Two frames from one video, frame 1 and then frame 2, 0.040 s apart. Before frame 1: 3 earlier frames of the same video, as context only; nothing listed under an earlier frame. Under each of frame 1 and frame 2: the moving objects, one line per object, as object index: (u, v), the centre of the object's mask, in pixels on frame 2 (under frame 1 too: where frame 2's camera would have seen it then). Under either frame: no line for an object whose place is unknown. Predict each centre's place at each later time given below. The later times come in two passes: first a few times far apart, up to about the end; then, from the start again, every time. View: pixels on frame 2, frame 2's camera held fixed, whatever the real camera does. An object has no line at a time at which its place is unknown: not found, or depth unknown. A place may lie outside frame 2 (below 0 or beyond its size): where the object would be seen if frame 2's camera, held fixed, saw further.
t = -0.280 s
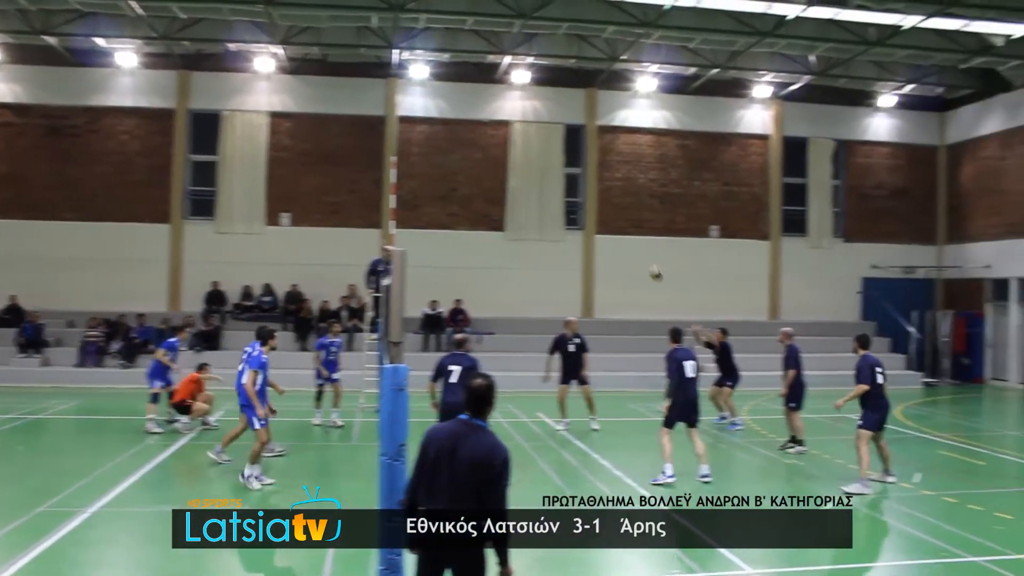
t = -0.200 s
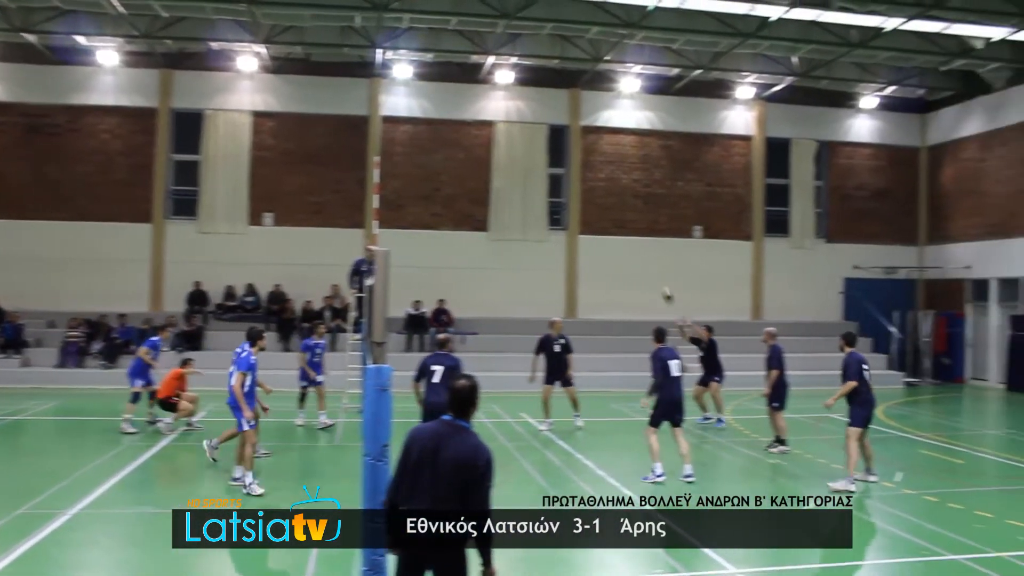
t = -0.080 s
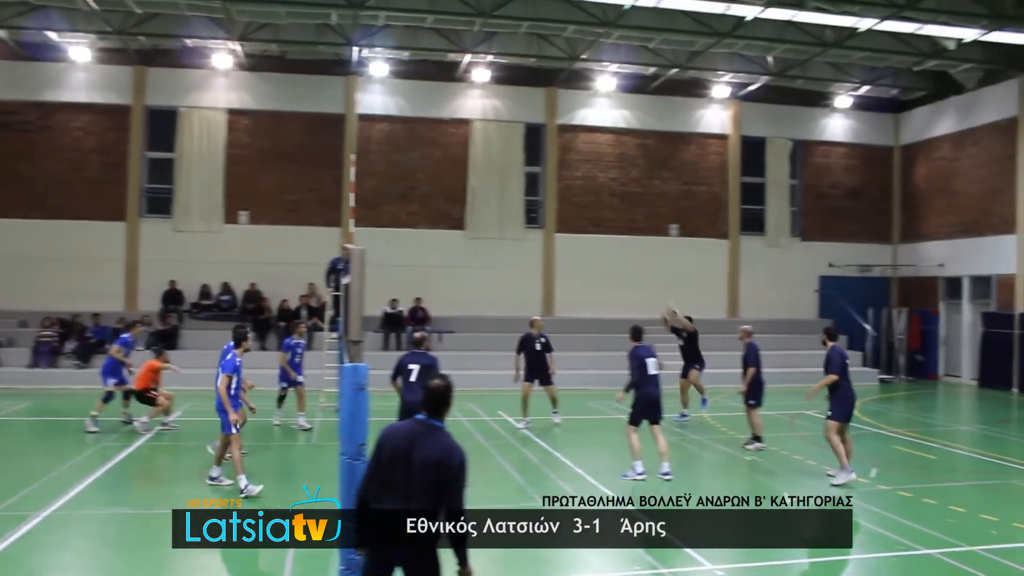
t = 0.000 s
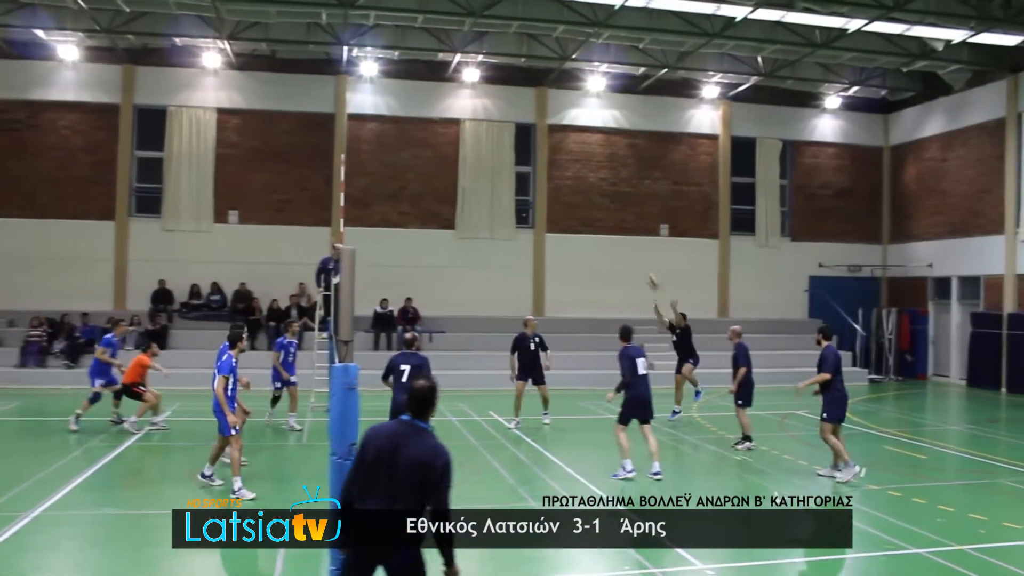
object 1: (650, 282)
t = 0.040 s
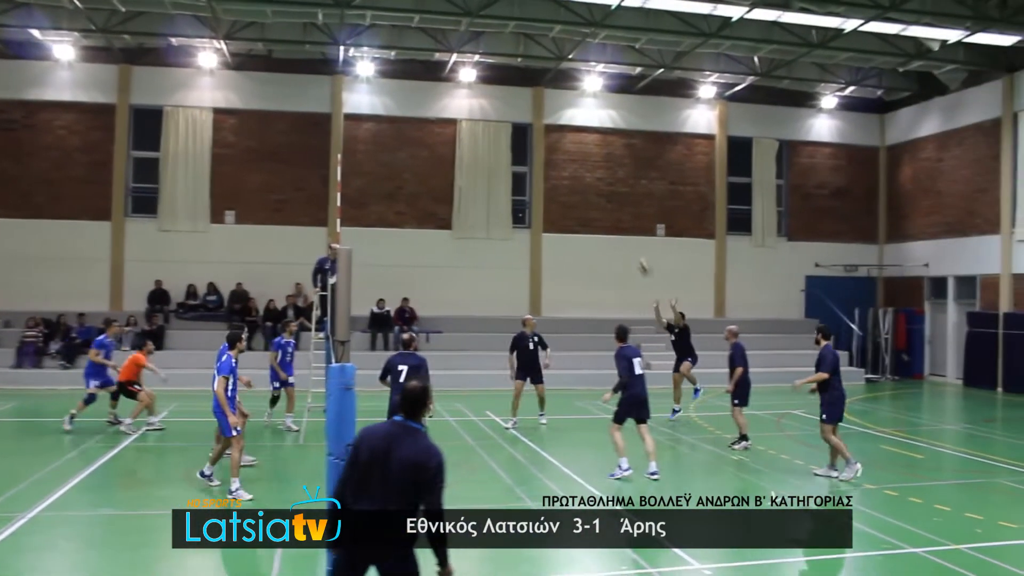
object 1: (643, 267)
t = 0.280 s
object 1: (609, 198)
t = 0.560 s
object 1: (563, 158)
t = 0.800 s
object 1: (520, 162)
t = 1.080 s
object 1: (466, 216)
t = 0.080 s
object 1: (638, 253)
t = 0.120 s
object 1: (633, 240)
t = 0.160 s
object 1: (627, 228)
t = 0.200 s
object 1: (621, 218)
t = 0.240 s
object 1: (615, 207)
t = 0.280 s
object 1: (609, 198)
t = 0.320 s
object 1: (603, 189)
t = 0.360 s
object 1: (596, 182)
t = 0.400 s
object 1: (590, 175)
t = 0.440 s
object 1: (583, 170)
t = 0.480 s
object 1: (576, 165)
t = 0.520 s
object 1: (569, 160)
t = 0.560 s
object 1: (563, 158)
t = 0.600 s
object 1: (556, 155)
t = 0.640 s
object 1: (550, 155)
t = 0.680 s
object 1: (542, 155)
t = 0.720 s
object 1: (535, 154)
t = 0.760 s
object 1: (527, 158)
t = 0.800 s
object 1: (520, 162)
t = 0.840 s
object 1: (513, 165)
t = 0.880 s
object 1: (506, 171)
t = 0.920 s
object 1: (498, 178)
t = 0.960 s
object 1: (490, 186)
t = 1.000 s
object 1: (482, 195)
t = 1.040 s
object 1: (474, 205)
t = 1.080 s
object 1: (466, 216)
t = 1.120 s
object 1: (457, 230)
